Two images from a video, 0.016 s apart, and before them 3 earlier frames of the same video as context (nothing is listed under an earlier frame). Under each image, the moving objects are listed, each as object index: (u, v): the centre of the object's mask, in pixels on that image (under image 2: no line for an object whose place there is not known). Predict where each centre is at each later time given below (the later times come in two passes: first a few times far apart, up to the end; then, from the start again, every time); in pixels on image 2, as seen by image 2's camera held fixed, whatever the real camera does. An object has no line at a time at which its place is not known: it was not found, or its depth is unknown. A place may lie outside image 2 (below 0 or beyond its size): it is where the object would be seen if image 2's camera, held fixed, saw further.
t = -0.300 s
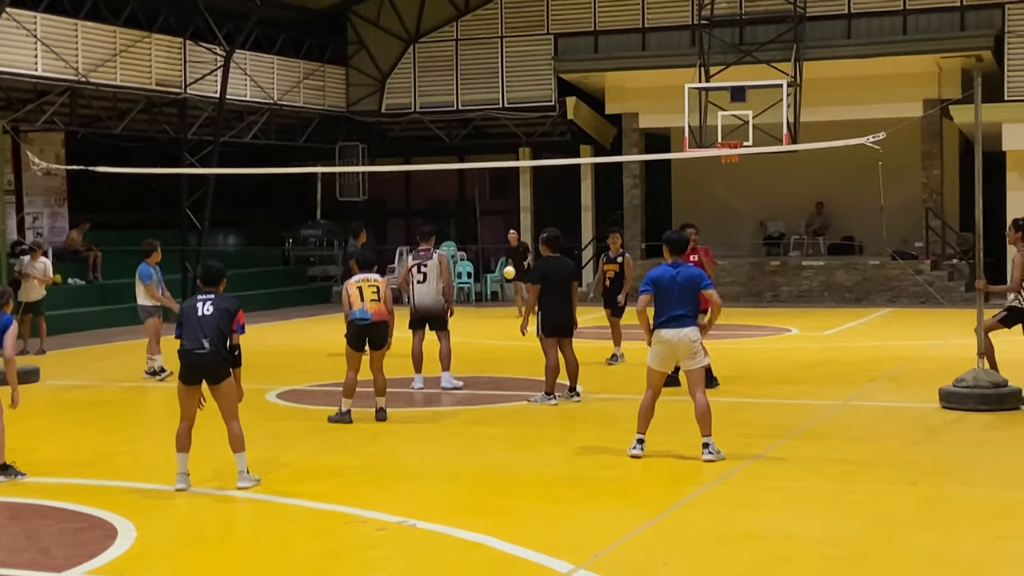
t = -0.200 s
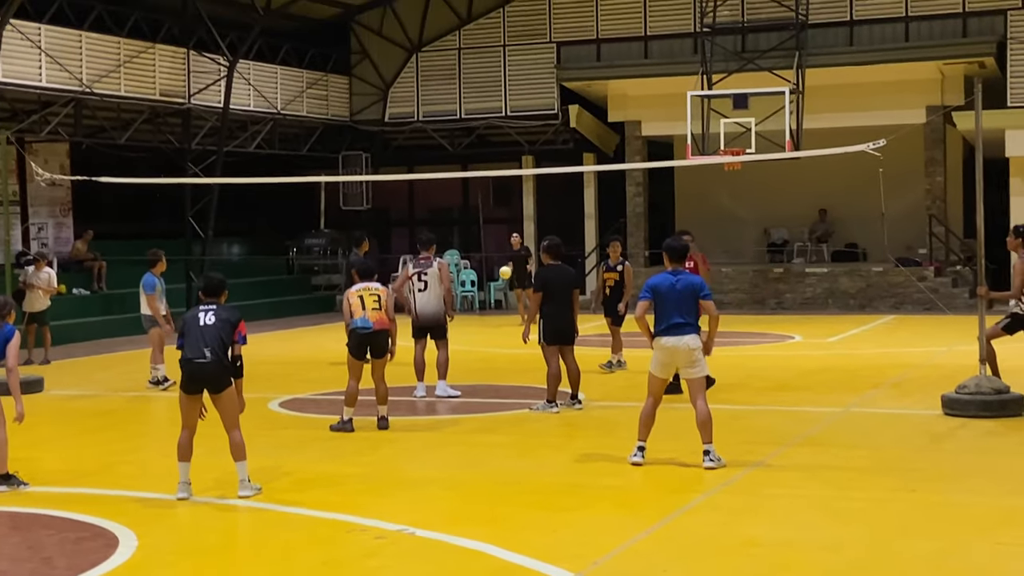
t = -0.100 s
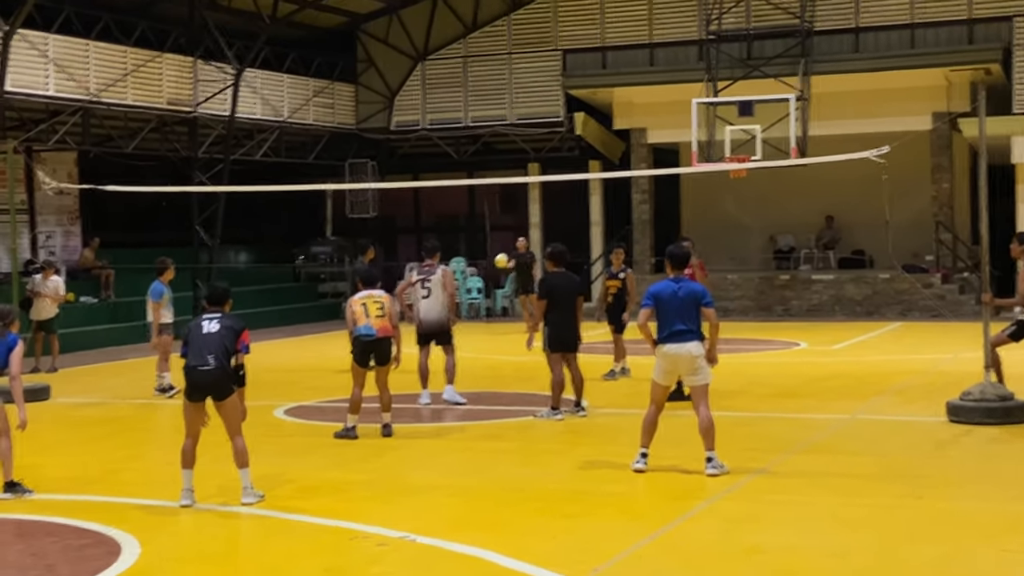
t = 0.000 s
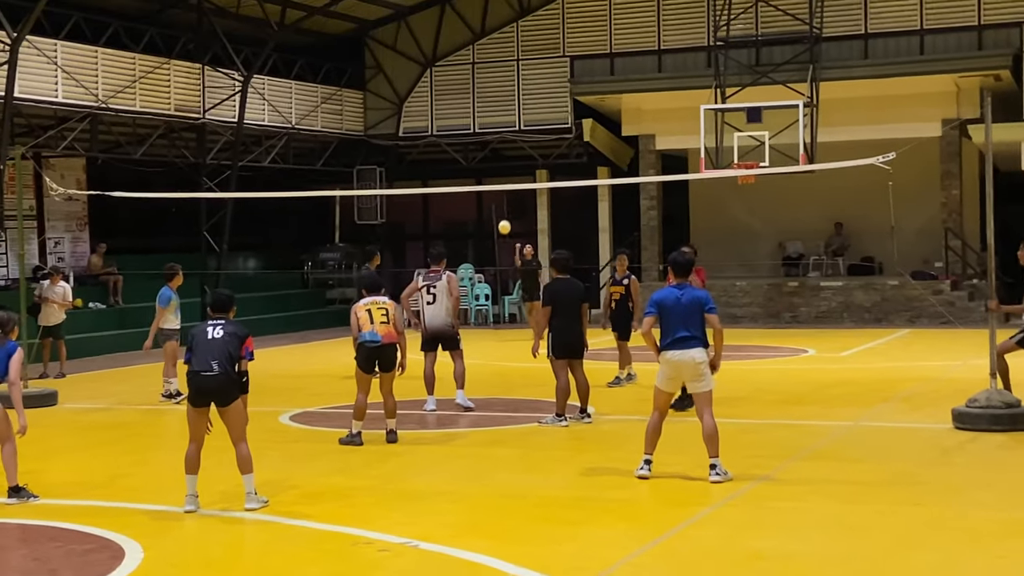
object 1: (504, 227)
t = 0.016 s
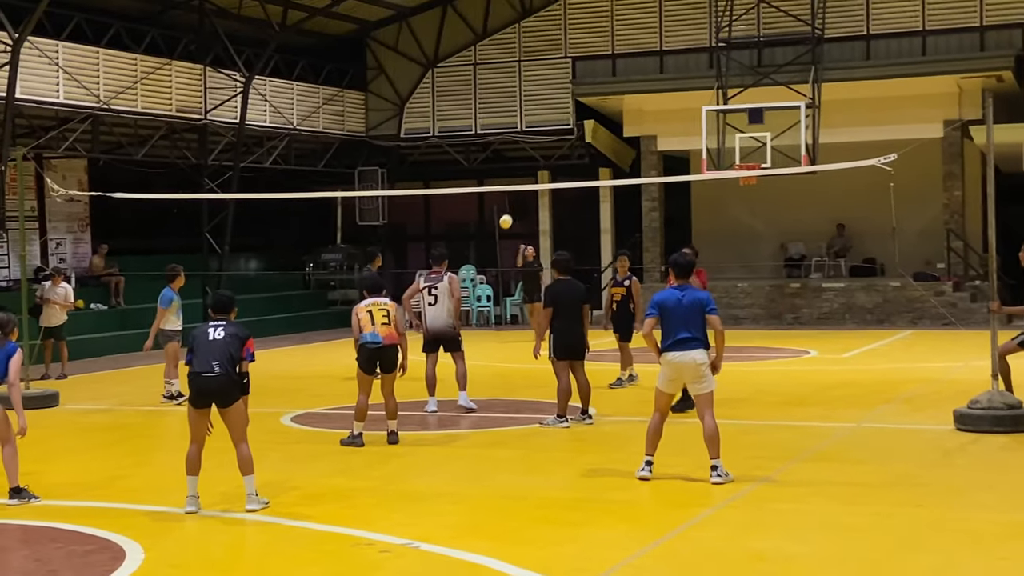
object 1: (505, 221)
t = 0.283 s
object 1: (500, 134)
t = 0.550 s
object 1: (496, 88)
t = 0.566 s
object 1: (495, 86)
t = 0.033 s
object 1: (505, 215)
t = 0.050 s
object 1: (504, 208)
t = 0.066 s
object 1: (504, 202)
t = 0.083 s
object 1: (504, 196)
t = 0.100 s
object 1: (504, 189)
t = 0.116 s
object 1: (503, 181)
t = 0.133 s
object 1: (503, 178)
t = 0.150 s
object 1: (502, 172)
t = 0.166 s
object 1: (502, 167)
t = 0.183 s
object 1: (502, 162)
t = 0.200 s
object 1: (501, 157)
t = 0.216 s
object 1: (501, 152)
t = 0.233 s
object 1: (501, 147)
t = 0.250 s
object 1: (500, 143)
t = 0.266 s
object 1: (500, 138)
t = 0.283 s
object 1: (500, 134)
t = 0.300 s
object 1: (500, 130)
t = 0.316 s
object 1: (499, 126)
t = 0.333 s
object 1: (499, 122)
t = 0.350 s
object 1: (499, 119)
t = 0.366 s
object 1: (499, 116)
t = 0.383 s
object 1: (499, 112)
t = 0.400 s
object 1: (498, 109)
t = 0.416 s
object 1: (498, 106)
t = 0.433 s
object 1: (498, 104)
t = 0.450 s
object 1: (497, 101)
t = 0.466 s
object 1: (497, 98)
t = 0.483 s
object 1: (496, 96)
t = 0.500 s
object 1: (496, 94)
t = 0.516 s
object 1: (496, 92)
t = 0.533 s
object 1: (496, 90)
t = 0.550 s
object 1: (496, 88)
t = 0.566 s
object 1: (495, 86)
